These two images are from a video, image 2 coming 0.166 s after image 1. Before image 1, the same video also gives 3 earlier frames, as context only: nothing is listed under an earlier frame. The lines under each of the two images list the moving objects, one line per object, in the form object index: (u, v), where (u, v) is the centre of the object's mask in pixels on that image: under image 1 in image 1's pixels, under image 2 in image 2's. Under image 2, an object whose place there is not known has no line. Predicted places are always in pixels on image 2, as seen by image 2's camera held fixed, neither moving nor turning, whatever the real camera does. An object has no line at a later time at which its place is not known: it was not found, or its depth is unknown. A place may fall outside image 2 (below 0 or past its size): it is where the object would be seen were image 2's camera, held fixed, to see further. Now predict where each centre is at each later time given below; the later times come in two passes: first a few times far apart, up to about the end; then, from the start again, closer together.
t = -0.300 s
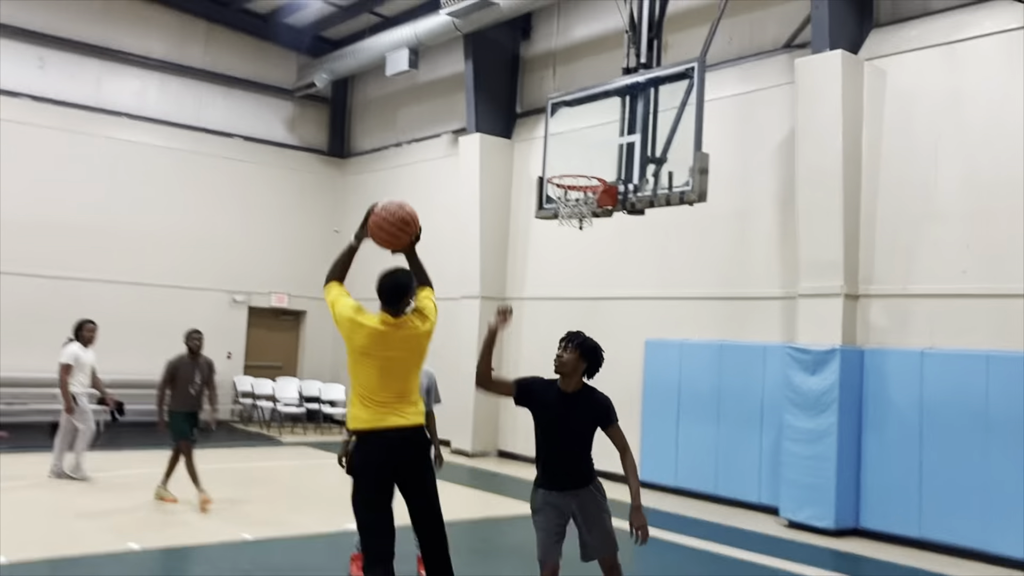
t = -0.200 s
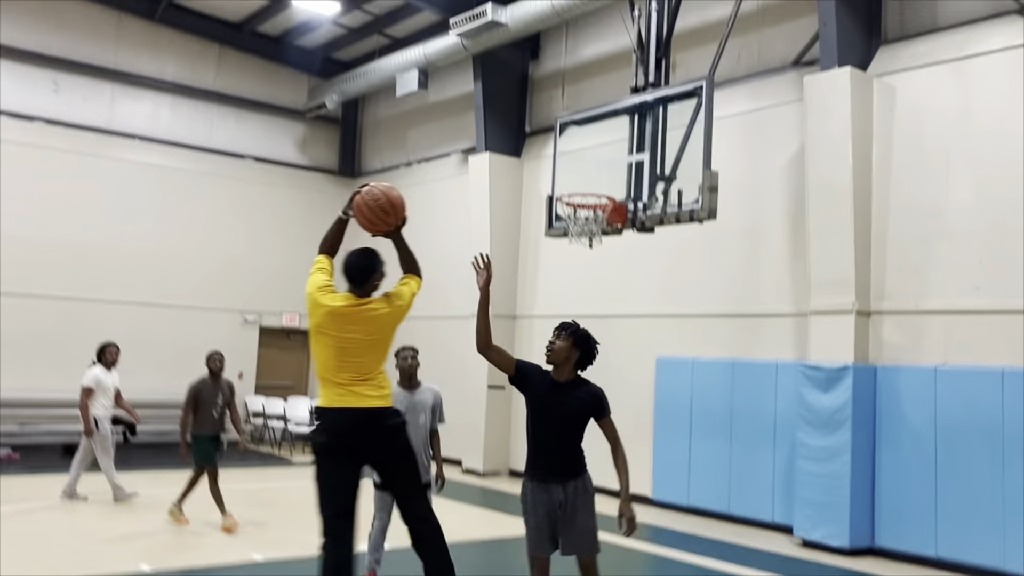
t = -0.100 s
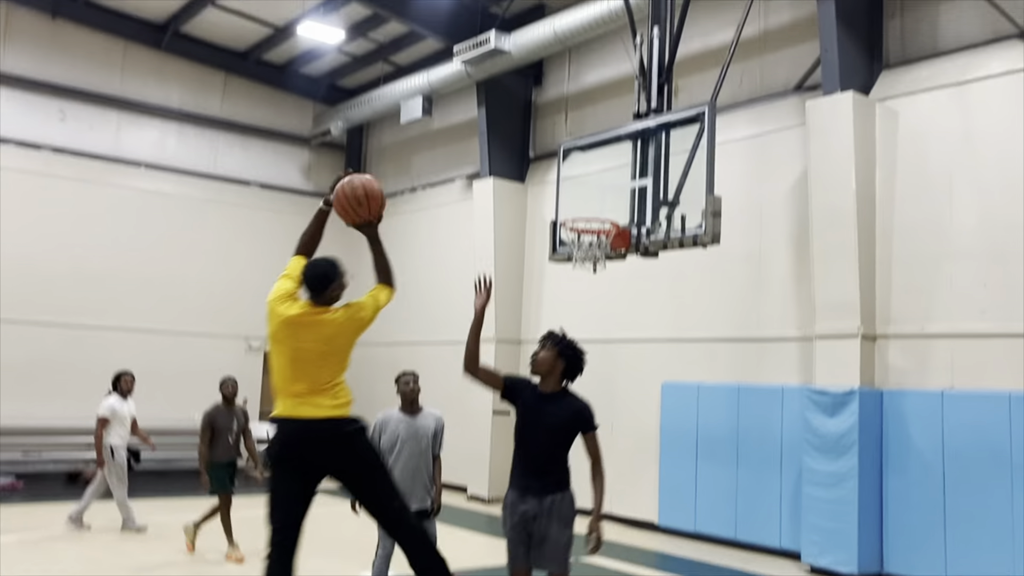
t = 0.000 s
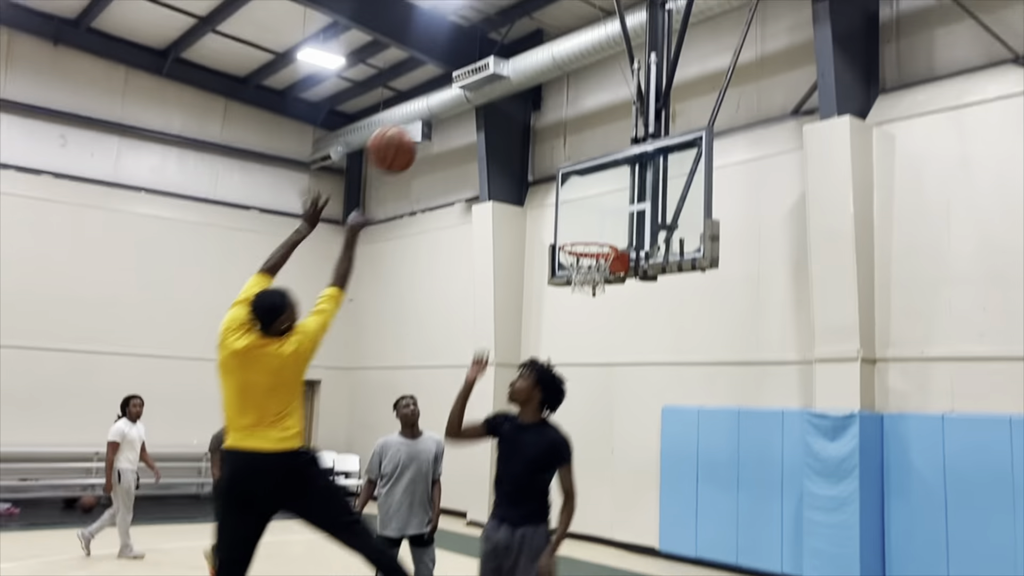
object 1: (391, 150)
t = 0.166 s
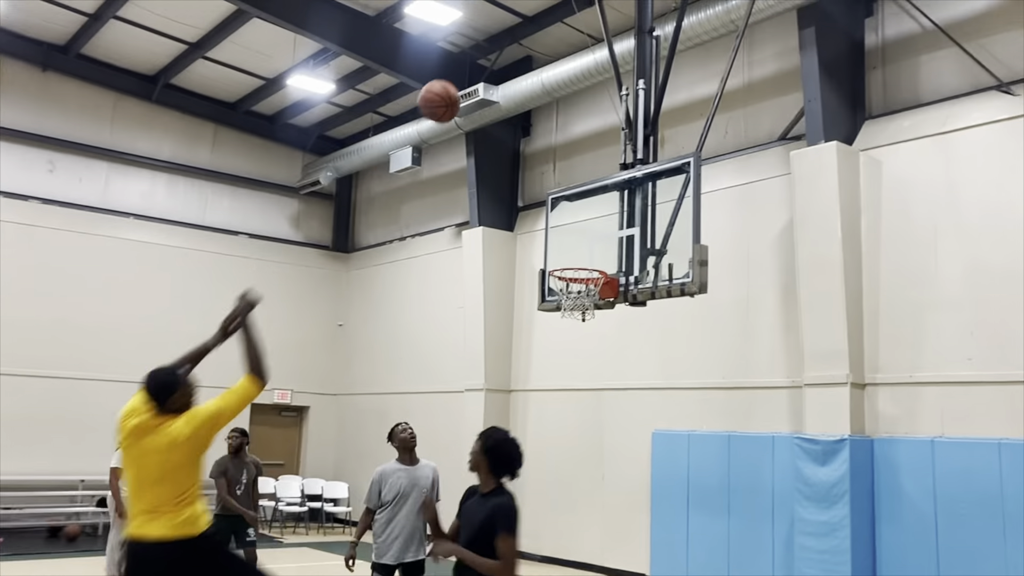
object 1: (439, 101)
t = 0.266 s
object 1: (466, 85)
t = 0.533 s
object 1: (522, 117)
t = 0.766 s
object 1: (558, 206)
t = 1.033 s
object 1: (581, 243)
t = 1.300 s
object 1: (587, 273)
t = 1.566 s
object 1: (563, 305)
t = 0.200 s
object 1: (448, 94)
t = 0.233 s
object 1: (457, 88)
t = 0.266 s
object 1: (466, 85)
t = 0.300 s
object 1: (474, 83)
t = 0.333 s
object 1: (482, 83)
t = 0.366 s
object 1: (489, 85)
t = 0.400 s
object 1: (497, 89)
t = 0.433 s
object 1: (504, 93)
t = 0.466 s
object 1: (509, 100)
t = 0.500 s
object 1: (516, 108)
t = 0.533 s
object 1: (522, 117)
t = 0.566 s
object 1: (527, 125)
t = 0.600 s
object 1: (532, 136)
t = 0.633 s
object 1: (537, 148)
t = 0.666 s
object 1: (543, 161)
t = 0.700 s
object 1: (548, 175)
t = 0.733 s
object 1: (554, 190)
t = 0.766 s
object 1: (558, 206)
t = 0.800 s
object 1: (561, 223)
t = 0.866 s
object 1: (570, 257)
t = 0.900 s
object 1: (572, 253)
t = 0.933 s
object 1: (574, 248)
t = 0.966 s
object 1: (576, 245)
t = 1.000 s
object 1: (578, 243)
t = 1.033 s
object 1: (581, 243)
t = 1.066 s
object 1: (583, 244)
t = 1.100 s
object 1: (585, 246)
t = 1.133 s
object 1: (587, 249)
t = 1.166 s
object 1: (589, 254)
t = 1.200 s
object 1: (591, 258)
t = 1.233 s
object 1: (593, 262)
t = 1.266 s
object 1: (591, 270)
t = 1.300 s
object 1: (587, 273)
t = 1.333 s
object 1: (582, 277)
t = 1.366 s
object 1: (577, 282)
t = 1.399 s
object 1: (572, 286)
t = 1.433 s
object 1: (568, 293)
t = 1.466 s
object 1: (564, 299)
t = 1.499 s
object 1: (562, 301)
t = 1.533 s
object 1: (562, 303)
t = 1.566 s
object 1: (563, 305)
